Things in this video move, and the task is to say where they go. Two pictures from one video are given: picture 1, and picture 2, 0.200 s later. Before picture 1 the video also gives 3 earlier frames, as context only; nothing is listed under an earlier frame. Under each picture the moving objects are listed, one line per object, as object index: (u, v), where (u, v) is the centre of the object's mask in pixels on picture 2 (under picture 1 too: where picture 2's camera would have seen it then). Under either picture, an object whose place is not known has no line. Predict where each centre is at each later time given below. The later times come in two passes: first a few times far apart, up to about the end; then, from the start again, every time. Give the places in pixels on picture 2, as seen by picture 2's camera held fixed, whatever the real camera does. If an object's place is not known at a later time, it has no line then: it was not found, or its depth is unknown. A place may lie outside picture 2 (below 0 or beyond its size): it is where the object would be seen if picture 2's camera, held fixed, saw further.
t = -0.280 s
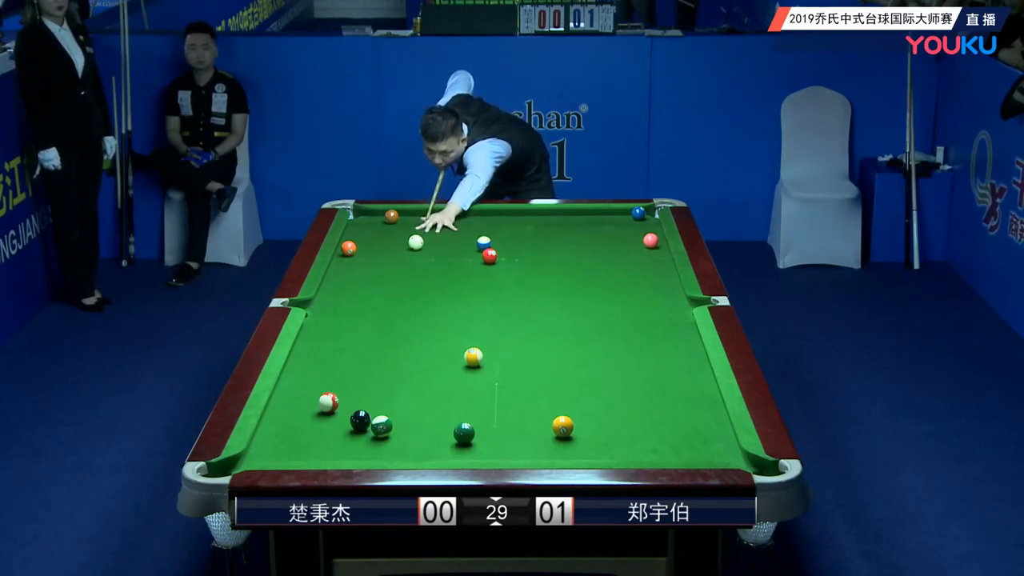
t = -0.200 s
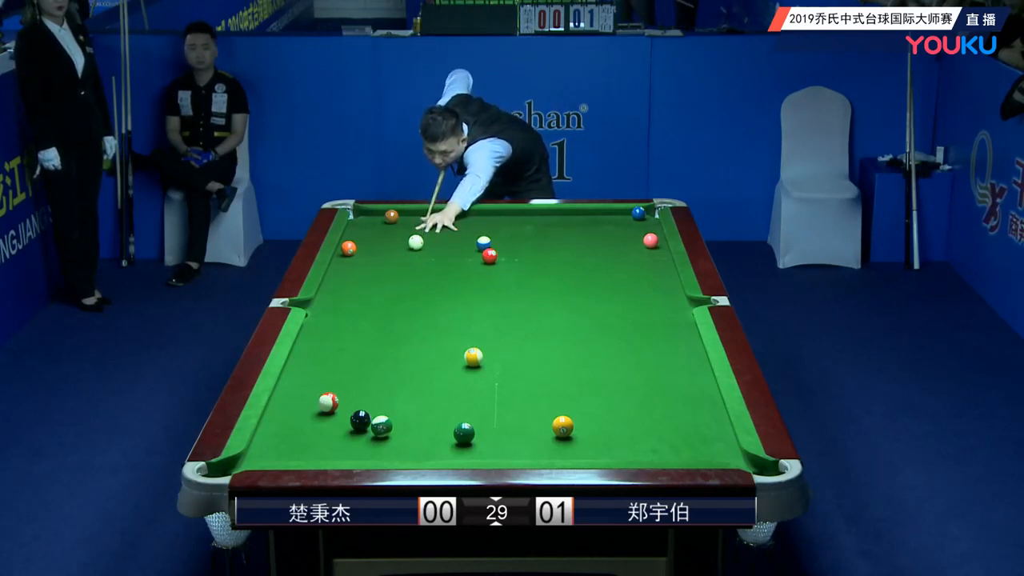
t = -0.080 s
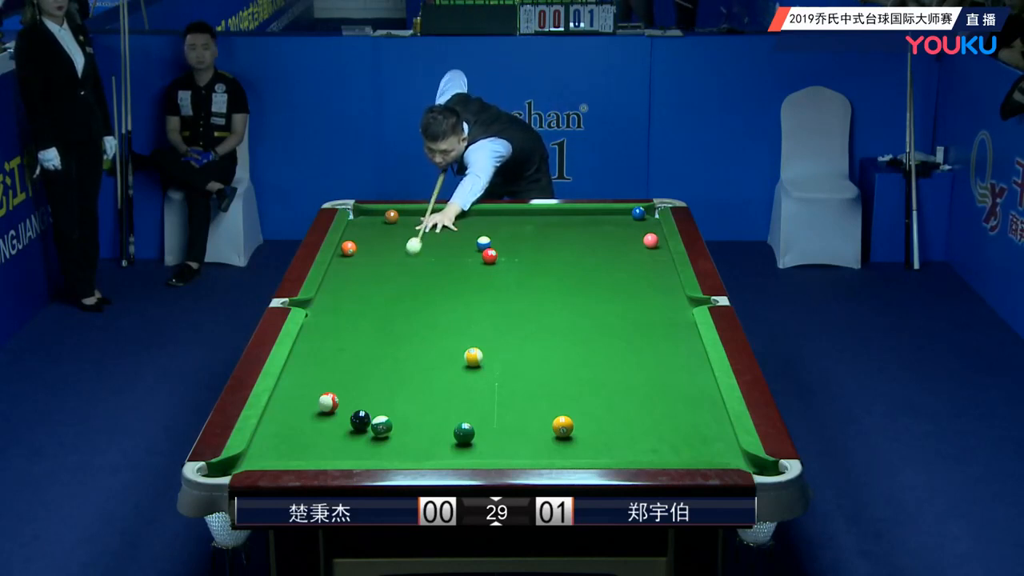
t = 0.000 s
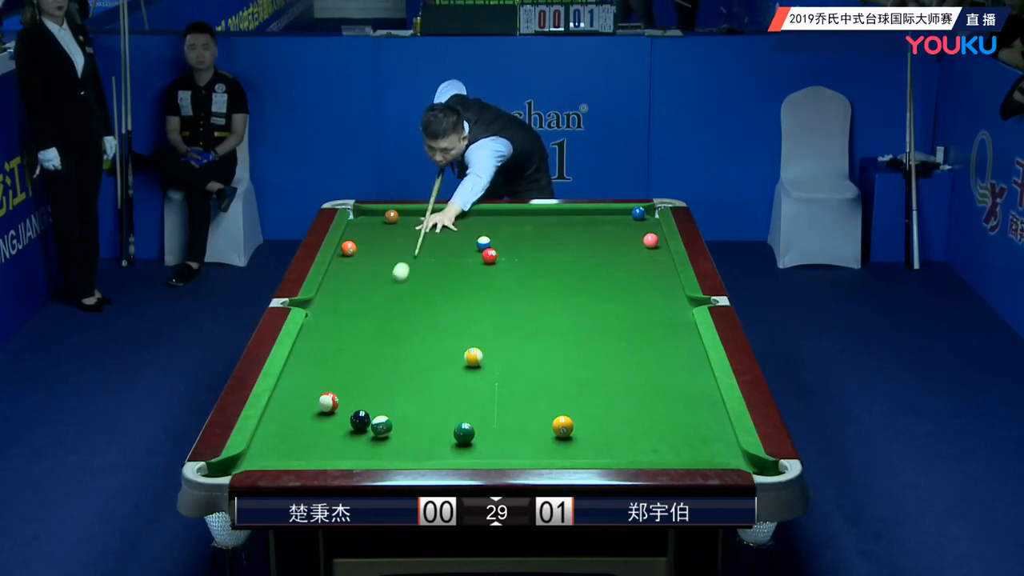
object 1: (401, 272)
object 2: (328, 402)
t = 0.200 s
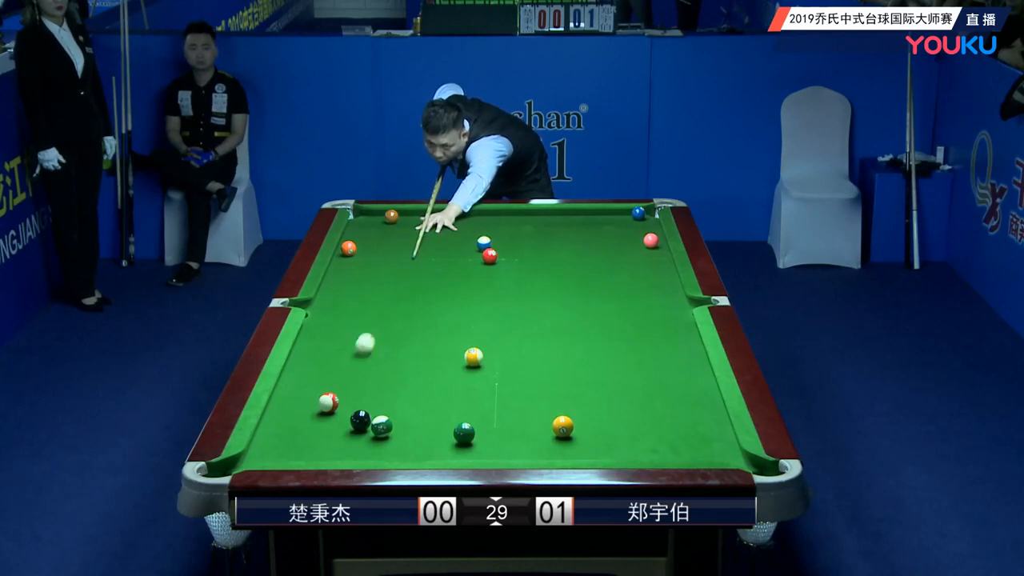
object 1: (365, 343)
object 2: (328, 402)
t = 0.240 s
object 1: (357, 359)
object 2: (328, 402)
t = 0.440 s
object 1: (372, 401)
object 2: (265, 443)
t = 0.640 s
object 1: (419, 404)
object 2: (268, 435)
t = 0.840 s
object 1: (463, 406)
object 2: (290, 406)
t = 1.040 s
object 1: (506, 409)
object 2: (309, 380)
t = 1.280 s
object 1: (556, 409)
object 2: (330, 351)
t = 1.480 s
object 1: (597, 413)
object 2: (345, 331)
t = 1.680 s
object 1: (636, 414)
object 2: (358, 312)
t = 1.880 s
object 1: (674, 417)
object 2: (370, 296)
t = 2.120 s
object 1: (718, 419)
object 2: (383, 277)
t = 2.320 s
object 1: (697, 418)
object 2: (392, 264)
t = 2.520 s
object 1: (676, 417)
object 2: (401, 251)
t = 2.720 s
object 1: (657, 417)
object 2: (409, 240)
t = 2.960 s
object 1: (636, 416)
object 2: (418, 227)
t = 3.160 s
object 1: (621, 415)
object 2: (424, 217)
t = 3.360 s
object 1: (607, 415)
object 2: (429, 213)
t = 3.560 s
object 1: (595, 415)
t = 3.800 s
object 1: (583, 414)
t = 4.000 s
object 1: (575, 413)
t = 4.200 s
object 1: (569, 411)
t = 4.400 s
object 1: (564, 410)
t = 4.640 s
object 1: (559, 410)
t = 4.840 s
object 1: (557, 411)
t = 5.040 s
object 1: (557, 411)
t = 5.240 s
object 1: (557, 411)
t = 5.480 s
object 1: (557, 411)
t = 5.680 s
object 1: (557, 411)
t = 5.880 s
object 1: (557, 411)
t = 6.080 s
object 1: (557, 411)
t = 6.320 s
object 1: (557, 411)
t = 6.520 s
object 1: (557, 411)
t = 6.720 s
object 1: (557, 411)
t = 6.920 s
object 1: (557, 411)
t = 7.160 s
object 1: (558, 411)
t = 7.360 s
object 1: (558, 411)
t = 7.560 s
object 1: (558, 411)
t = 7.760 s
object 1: (557, 411)
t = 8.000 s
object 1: (557, 411)
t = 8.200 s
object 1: (557, 411)
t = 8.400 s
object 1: (558, 411)
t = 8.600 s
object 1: (558, 411)
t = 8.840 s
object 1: (558, 411)
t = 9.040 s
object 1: (558, 411)
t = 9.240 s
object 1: (558, 411)
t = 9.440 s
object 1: (558, 411)
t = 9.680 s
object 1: (558, 411)
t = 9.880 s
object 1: (558, 411)
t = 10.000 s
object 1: (558, 411)
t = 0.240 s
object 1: (357, 359)
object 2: (328, 402)
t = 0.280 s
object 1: (349, 374)
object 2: (328, 402)
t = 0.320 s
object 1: (342, 390)
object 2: (328, 402)
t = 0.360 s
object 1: (349, 397)
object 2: (310, 414)
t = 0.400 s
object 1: (361, 399)
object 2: (288, 429)
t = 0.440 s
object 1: (372, 401)
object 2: (265, 443)
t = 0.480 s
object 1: (382, 402)
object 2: (259, 455)
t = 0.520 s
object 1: (392, 403)
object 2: (259, 455)
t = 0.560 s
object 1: (401, 403)
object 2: (257, 450)
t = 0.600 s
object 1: (410, 404)
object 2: (262, 443)
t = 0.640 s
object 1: (419, 404)
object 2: (268, 435)
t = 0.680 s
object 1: (428, 404)
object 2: (272, 429)
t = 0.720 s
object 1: (436, 405)
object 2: (277, 423)
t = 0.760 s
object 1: (446, 406)
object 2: (281, 417)
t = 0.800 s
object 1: (454, 406)
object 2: (286, 412)
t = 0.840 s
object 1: (463, 406)
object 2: (290, 406)
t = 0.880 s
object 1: (472, 407)
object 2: (294, 401)
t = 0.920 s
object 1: (481, 407)
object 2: (298, 394)
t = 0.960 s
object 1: (489, 408)
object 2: (302, 390)
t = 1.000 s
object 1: (497, 408)
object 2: (306, 384)
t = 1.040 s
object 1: (506, 409)
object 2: (309, 380)
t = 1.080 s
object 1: (515, 409)
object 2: (313, 374)
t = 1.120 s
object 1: (523, 409)
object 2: (316, 370)
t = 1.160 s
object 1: (531, 410)
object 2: (320, 364)
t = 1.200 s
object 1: (540, 410)
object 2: (323, 360)
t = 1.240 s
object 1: (548, 410)
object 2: (327, 356)
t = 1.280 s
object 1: (556, 409)
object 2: (330, 351)
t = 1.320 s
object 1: (565, 409)
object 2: (333, 348)
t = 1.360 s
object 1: (573, 411)
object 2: (336, 342)
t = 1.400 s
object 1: (581, 412)
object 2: (339, 339)
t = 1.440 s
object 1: (589, 412)
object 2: (342, 334)
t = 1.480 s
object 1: (597, 413)
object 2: (345, 331)
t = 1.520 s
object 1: (605, 413)
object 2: (348, 327)
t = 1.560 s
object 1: (613, 413)
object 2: (350, 323)
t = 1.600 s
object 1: (620, 414)
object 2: (353, 320)
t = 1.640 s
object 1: (628, 414)
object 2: (356, 315)
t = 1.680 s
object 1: (636, 414)
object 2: (358, 312)
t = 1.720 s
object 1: (644, 415)
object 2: (360, 309)
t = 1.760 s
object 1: (652, 415)
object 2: (363, 305)
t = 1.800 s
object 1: (659, 416)
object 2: (365, 302)
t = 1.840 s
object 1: (667, 416)
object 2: (368, 299)
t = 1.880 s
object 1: (674, 417)
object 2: (370, 296)
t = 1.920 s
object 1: (682, 417)
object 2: (372, 292)
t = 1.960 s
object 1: (689, 417)
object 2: (375, 289)
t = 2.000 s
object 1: (697, 418)
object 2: (377, 287)
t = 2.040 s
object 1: (704, 418)
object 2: (379, 283)
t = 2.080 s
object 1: (711, 418)
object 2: (381, 281)
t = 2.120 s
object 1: (718, 419)
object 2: (383, 277)
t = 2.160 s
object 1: (715, 418)
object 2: (385, 274)
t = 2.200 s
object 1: (711, 418)
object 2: (387, 272)
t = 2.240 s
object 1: (706, 418)
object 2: (389, 269)
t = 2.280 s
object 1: (701, 418)
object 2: (391, 267)
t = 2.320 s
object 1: (697, 418)
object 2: (392, 264)
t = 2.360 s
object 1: (692, 418)
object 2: (395, 260)
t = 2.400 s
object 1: (688, 418)
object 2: (396, 259)
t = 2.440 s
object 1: (684, 417)
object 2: (398, 256)
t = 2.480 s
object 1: (680, 417)
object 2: (400, 254)
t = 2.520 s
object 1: (676, 417)
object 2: (401, 251)
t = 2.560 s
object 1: (672, 417)
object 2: (403, 248)
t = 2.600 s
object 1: (668, 417)
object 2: (404, 247)
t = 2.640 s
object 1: (664, 417)
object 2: (406, 244)
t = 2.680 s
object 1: (660, 417)
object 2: (407, 242)
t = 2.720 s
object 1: (657, 417)
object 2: (409, 240)
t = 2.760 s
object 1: (653, 417)
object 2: (410, 238)
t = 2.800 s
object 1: (650, 416)
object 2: (412, 235)
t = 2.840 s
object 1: (646, 417)
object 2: (414, 233)
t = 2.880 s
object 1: (643, 416)
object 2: (415, 231)
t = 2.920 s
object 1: (639, 416)
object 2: (416, 229)
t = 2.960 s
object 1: (636, 416)
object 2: (418, 227)
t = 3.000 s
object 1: (633, 416)
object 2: (419, 225)
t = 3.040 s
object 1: (630, 416)
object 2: (421, 223)
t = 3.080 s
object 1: (627, 416)
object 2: (422, 221)
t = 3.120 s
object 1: (623, 416)
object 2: (423, 219)
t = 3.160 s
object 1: (621, 415)
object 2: (424, 217)
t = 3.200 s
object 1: (618, 415)
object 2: (426, 216)
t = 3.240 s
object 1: (615, 415)
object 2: (427, 214)
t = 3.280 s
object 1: (612, 415)
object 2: (428, 212)
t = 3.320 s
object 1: (610, 415)
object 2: (429, 212)
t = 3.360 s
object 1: (607, 415)
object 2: (429, 213)
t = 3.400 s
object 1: (604, 415)
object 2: (429, 214)
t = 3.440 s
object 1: (602, 415)
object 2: (429, 216)
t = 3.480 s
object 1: (600, 415)
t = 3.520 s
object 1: (597, 415)
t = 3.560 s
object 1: (595, 415)
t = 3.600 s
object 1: (593, 415)
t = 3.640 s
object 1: (591, 415)
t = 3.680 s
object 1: (589, 415)
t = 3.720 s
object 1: (587, 415)
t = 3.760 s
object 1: (585, 414)
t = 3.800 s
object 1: (583, 414)
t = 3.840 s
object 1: (581, 414)
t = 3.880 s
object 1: (580, 414)
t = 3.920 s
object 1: (578, 414)
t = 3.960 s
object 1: (577, 414)
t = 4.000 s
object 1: (575, 413)
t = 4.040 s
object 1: (574, 413)
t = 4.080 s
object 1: (573, 412)
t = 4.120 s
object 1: (572, 412)
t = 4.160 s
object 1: (570, 412)
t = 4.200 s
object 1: (569, 411)
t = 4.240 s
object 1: (567, 411)
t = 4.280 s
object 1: (566, 411)
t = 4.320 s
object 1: (565, 411)
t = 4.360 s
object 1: (564, 410)
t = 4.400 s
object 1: (564, 410)
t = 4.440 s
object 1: (563, 410)
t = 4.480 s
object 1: (561, 410)
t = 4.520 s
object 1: (561, 410)
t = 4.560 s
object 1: (560, 410)
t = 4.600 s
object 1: (560, 410)
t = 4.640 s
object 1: (559, 410)
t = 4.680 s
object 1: (558, 410)
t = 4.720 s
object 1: (558, 410)
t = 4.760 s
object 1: (557, 410)
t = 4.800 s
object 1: (557, 411)
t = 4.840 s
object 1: (557, 411)
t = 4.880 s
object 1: (557, 411)
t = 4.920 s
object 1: (557, 411)
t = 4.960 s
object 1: (557, 411)
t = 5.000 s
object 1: (558, 411)
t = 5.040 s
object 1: (557, 411)
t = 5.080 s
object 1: (558, 411)
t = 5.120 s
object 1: (558, 411)
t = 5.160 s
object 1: (558, 411)
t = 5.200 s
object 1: (558, 411)
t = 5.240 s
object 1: (557, 411)
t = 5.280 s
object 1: (557, 411)
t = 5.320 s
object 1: (557, 411)
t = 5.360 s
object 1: (557, 411)
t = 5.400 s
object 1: (557, 411)
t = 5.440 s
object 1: (557, 411)
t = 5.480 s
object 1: (557, 411)
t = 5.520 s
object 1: (557, 411)
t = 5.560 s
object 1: (557, 411)
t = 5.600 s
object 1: (557, 411)
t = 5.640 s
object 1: (557, 411)
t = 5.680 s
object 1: (557, 411)
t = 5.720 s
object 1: (557, 411)
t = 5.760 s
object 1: (557, 411)
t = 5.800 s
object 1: (558, 411)
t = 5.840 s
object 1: (557, 411)
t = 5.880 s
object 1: (557, 411)
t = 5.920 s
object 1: (557, 411)
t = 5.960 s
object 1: (558, 411)
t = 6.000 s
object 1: (557, 411)
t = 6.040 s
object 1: (557, 411)
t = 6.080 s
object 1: (557, 411)
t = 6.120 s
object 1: (557, 411)
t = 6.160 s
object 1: (557, 411)
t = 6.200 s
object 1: (557, 411)
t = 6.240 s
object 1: (557, 411)
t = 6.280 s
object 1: (557, 411)
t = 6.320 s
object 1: (557, 411)
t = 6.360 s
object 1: (557, 411)
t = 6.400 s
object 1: (557, 411)
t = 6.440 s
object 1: (557, 411)
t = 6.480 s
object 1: (557, 411)
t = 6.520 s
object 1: (557, 411)
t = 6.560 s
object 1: (557, 411)
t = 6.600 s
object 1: (557, 411)
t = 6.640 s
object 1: (557, 411)
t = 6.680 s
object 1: (557, 411)
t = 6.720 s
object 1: (557, 411)
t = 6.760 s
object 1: (557, 411)
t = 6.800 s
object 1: (557, 411)
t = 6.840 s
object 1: (557, 411)
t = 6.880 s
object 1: (557, 411)
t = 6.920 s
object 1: (557, 411)
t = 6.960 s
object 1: (557, 411)
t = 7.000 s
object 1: (557, 411)
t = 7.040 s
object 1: (558, 411)
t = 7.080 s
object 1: (558, 411)
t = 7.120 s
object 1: (558, 411)
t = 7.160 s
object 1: (558, 411)
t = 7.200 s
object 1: (558, 411)
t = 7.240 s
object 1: (558, 411)
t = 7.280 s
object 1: (558, 411)
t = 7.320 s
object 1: (558, 411)
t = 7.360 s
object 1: (558, 411)
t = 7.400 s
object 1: (558, 411)
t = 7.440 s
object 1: (558, 411)
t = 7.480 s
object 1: (557, 411)
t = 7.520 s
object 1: (558, 411)
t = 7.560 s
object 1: (558, 411)
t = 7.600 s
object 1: (557, 411)
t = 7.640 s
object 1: (558, 411)
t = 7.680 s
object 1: (558, 411)
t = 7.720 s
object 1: (557, 411)
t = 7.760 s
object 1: (557, 411)
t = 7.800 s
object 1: (557, 411)
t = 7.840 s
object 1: (557, 411)
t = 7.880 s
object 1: (557, 411)
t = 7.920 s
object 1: (557, 411)
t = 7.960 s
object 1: (557, 411)
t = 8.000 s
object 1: (557, 411)
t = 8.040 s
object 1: (557, 411)
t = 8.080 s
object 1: (557, 411)
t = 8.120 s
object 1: (557, 411)
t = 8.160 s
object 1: (557, 411)
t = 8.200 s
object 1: (557, 411)
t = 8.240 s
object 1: (557, 411)
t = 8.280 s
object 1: (558, 411)
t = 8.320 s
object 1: (558, 411)
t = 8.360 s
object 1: (558, 411)
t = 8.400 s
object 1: (558, 411)
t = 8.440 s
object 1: (558, 411)
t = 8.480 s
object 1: (558, 411)
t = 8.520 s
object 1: (558, 411)
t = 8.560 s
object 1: (558, 411)
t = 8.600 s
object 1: (558, 411)
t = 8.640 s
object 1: (558, 411)
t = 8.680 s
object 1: (558, 411)
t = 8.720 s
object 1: (558, 411)
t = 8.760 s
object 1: (558, 411)
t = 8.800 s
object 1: (558, 411)
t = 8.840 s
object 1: (558, 411)
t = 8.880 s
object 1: (558, 411)
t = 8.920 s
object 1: (558, 411)
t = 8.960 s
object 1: (558, 411)
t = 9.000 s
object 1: (558, 411)
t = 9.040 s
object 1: (558, 411)
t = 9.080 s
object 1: (558, 411)
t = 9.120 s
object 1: (558, 411)
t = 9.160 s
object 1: (558, 411)
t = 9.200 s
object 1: (558, 411)
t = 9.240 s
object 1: (558, 411)
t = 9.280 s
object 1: (558, 411)
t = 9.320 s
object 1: (558, 411)
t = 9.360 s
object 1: (558, 411)
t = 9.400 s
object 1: (558, 411)
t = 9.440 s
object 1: (558, 411)
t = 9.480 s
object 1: (558, 411)
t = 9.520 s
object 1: (558, 411)
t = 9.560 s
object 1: (558, 411)
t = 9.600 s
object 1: (558, 411)
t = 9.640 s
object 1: (558, 411)
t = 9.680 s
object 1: (558, 411)
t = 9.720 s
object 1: (558, 411)
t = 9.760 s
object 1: (558, 411)
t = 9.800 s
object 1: (558, 411)
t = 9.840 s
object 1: (558, 411)
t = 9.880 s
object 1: (558, 411)
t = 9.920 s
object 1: (558, 411)
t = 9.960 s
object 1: (558, 411)
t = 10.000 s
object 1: (558, 411)
